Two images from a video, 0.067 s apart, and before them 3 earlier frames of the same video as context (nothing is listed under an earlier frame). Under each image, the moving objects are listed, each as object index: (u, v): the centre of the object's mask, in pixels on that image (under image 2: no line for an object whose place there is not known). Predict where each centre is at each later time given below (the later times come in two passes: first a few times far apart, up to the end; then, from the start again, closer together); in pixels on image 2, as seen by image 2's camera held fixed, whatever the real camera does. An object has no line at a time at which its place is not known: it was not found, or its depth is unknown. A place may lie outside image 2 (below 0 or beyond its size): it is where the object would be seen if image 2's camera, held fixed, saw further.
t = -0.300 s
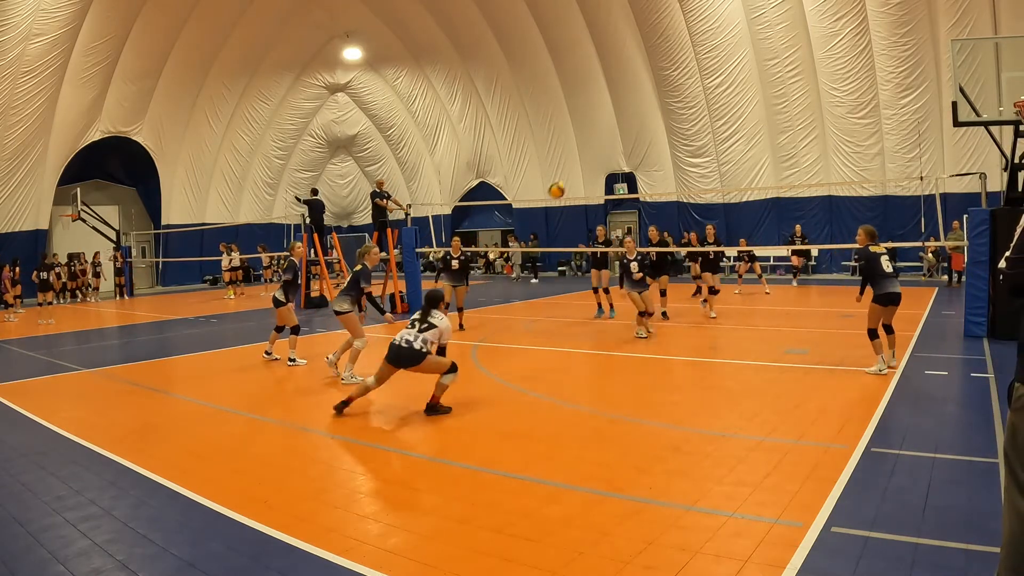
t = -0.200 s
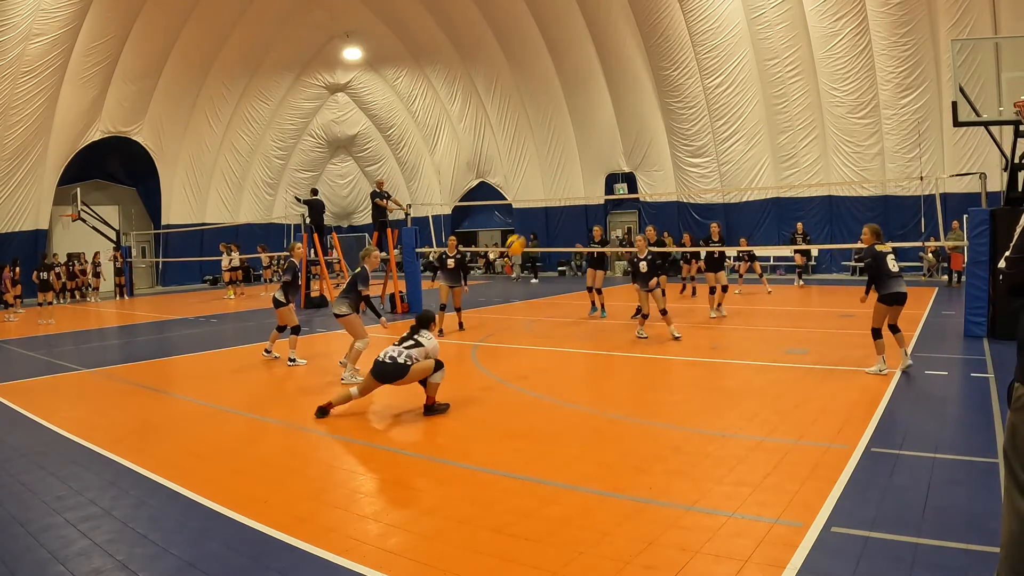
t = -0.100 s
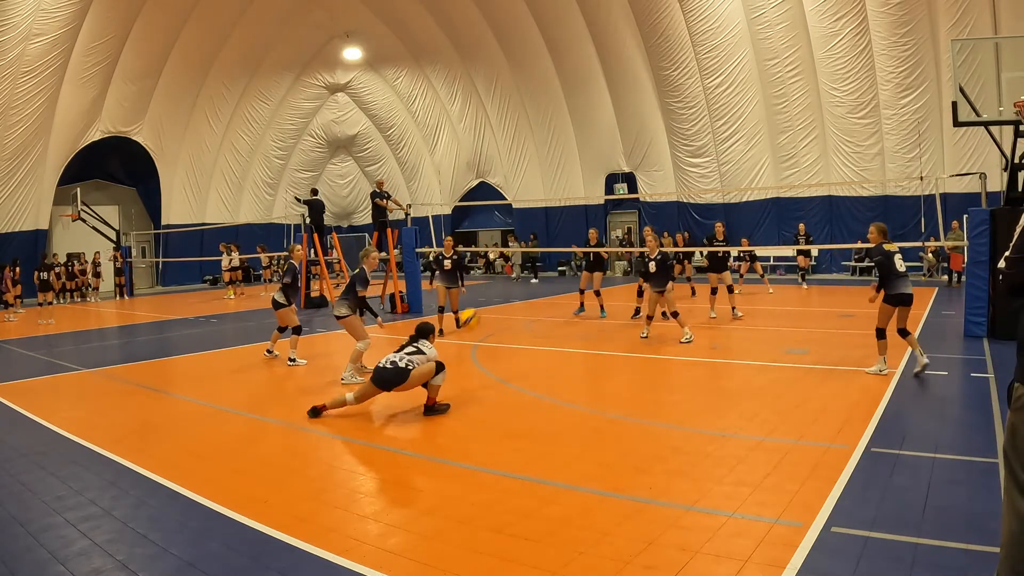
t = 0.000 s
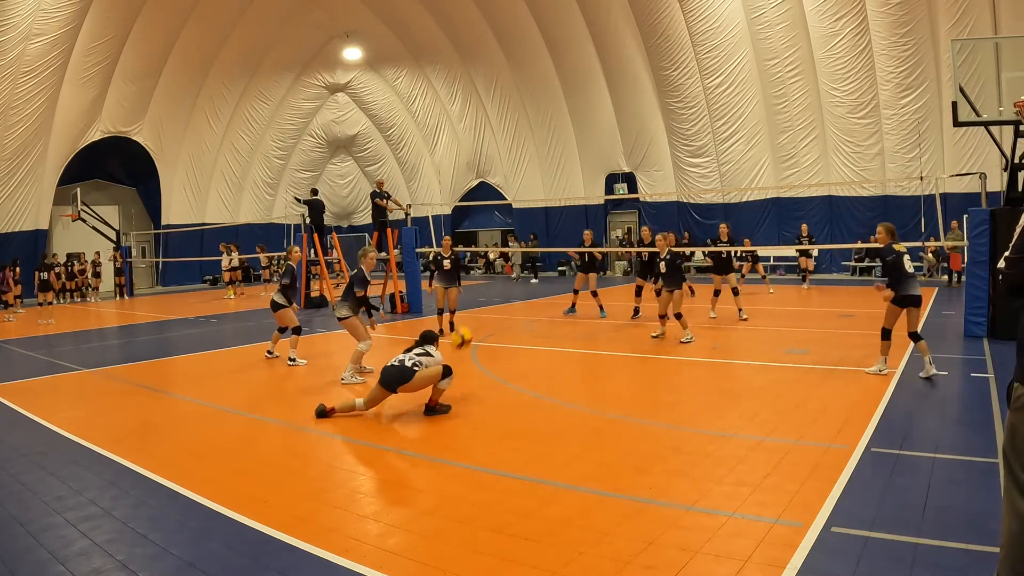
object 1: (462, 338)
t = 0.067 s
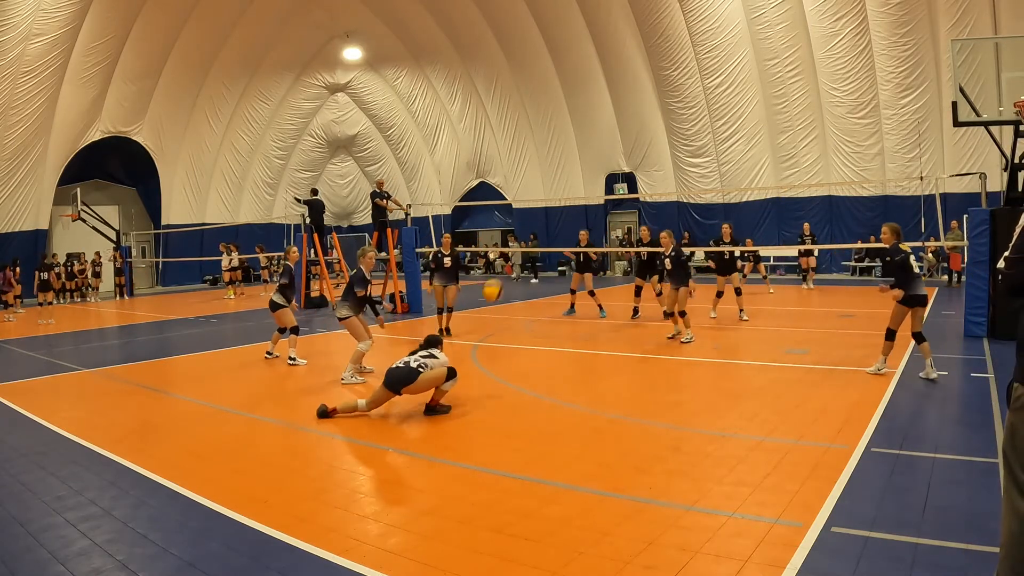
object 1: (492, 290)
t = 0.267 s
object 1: (580, 180)
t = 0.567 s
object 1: (690, 104)
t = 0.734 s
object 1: (742, 100)
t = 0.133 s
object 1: (523, 246)
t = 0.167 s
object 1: (537, 229)
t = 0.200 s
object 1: (552, 212)
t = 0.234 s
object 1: (566, 195)
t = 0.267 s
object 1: (580, 180)
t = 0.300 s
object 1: (593, 167)
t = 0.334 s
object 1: (606, 155)
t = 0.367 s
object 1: (618, 144)
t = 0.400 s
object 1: (631, 135)
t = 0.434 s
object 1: (644, 126)
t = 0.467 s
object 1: (656, 119)
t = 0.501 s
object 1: (668, 113)
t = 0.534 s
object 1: (679, 108)
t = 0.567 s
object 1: (690, 104)
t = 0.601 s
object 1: (701, 102)
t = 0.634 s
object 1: (711, 100)
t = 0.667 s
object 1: (722, 99)
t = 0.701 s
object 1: (733, 99)
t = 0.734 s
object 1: (742, 100)
